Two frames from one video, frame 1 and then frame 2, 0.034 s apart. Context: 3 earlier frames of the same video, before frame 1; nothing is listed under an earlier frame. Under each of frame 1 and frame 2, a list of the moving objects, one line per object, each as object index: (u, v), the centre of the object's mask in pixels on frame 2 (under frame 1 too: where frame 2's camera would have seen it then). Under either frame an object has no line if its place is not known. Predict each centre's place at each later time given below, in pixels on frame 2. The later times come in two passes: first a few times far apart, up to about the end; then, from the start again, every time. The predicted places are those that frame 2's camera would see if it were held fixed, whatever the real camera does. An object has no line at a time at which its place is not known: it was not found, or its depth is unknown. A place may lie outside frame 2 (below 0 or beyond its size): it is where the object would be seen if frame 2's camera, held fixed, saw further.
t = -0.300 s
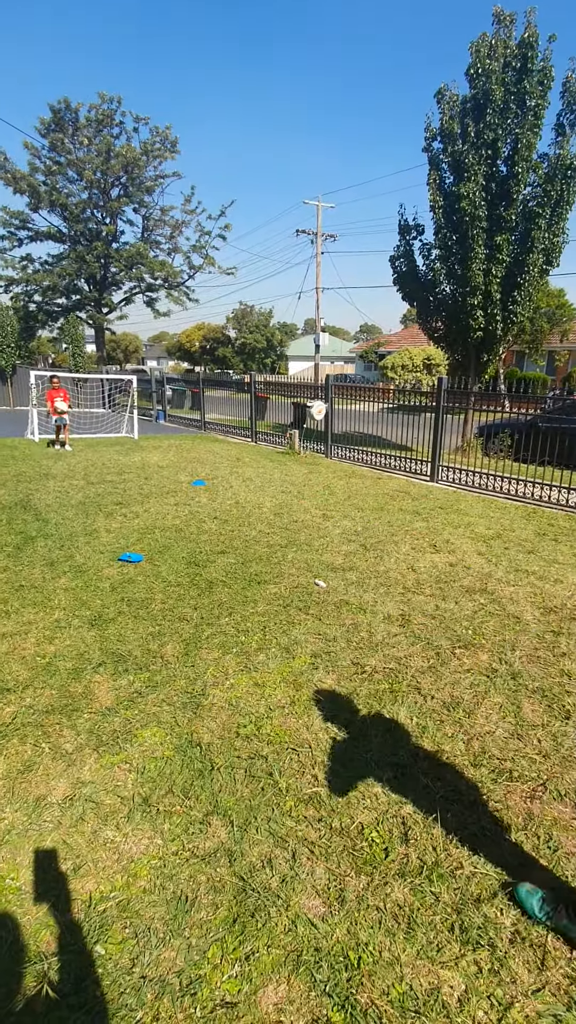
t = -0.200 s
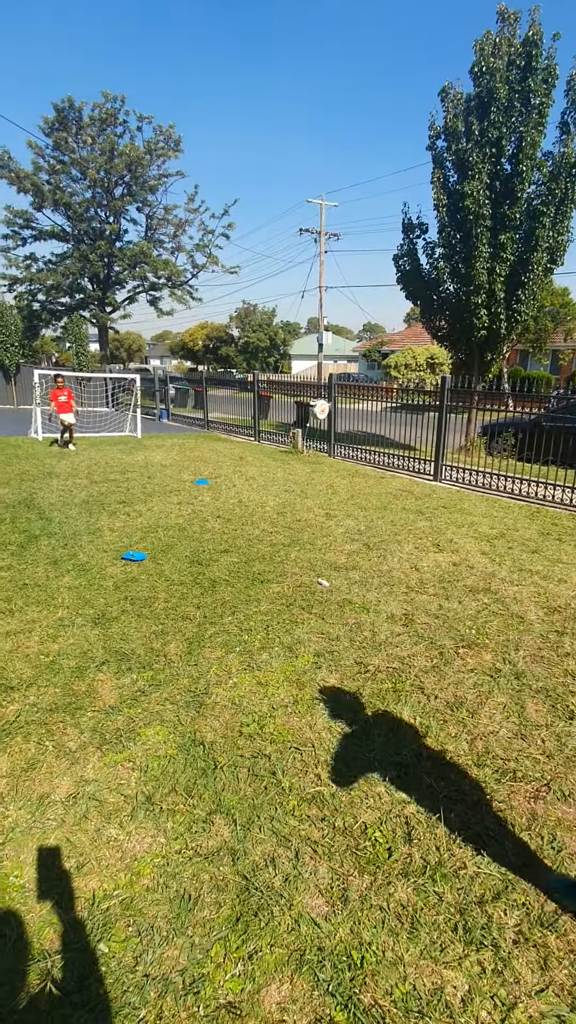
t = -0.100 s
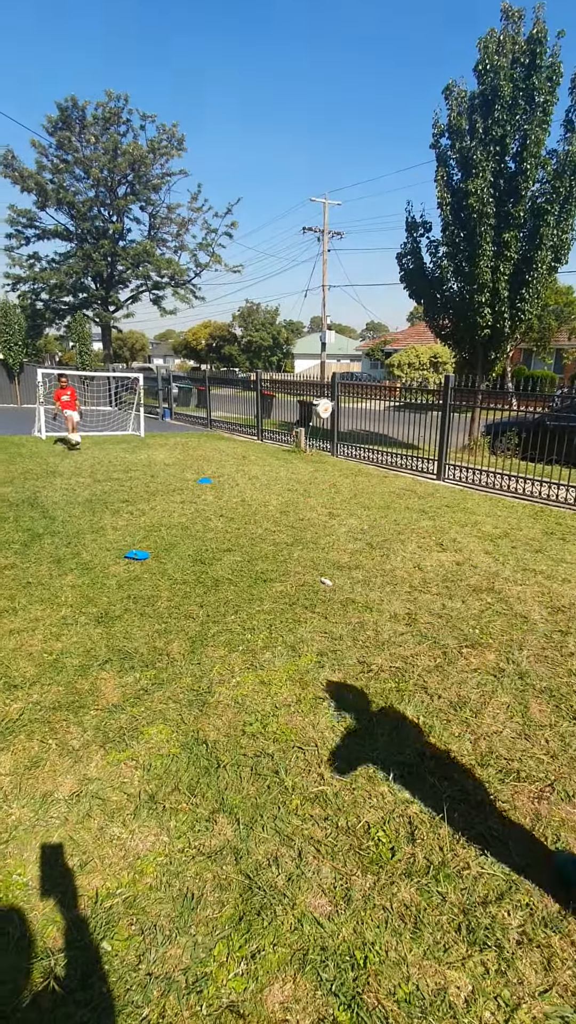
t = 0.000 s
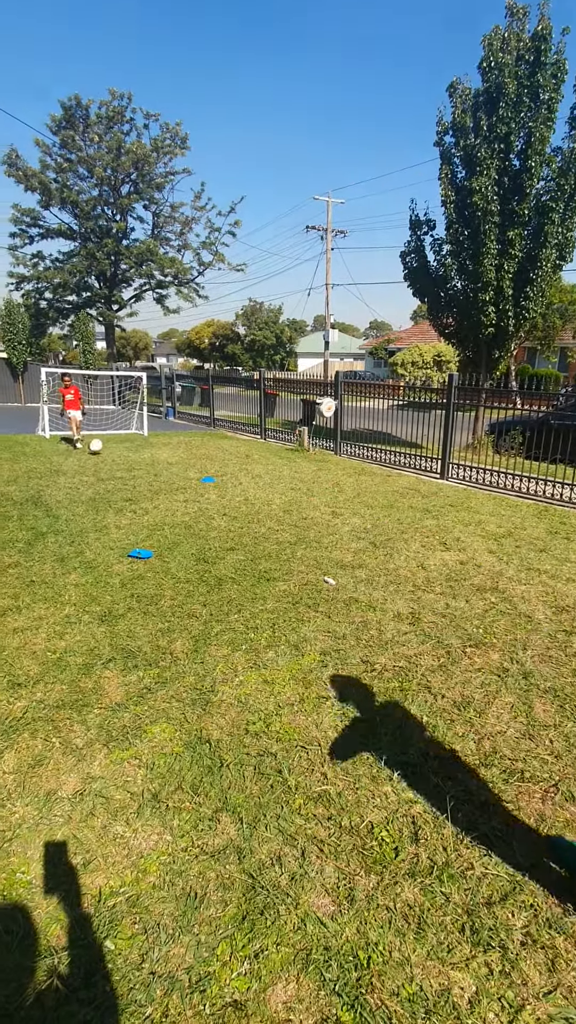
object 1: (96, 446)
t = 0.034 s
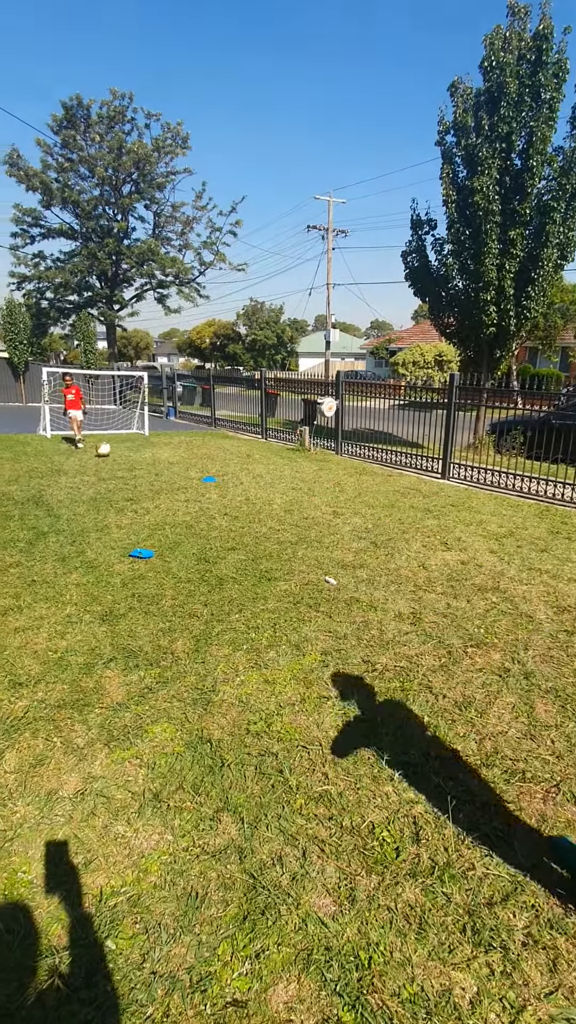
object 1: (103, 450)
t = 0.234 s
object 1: (141, 462)
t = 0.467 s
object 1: (187, 475)
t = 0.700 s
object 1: (243, 488)
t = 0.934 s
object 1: (313, 515)
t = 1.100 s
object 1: (376, 534)
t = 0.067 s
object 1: (109, 453)
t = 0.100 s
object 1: (115, 455)
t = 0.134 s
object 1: (122, 455)
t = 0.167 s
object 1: (127, 456)
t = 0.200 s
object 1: (134, 458)
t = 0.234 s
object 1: (141, 462)
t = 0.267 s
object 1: (148, 465)
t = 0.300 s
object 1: (154, 468)
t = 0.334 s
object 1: (160, 467)
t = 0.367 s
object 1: (167, 467)
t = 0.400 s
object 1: (173, 471)
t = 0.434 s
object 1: (180, 472)
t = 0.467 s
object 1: (187, 475)
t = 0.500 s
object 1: (194, 478)
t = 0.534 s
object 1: (202, 483)
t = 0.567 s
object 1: (209, 482)
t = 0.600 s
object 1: (216, 483)
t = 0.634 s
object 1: (225, 484)
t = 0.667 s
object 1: (234, 485)
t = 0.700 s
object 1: (243, 488)
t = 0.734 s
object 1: (250, 494)
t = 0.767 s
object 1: (260, 497)
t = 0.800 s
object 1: (271, 503)
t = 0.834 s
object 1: (281, 506)
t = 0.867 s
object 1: (290, 509)
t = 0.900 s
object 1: (302, 511)
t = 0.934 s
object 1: (313, 515)
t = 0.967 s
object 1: (325, 520)
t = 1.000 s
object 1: (337, 523)
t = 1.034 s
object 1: (350, 525)
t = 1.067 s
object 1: (363, 528)
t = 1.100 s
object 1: (376, 534)
